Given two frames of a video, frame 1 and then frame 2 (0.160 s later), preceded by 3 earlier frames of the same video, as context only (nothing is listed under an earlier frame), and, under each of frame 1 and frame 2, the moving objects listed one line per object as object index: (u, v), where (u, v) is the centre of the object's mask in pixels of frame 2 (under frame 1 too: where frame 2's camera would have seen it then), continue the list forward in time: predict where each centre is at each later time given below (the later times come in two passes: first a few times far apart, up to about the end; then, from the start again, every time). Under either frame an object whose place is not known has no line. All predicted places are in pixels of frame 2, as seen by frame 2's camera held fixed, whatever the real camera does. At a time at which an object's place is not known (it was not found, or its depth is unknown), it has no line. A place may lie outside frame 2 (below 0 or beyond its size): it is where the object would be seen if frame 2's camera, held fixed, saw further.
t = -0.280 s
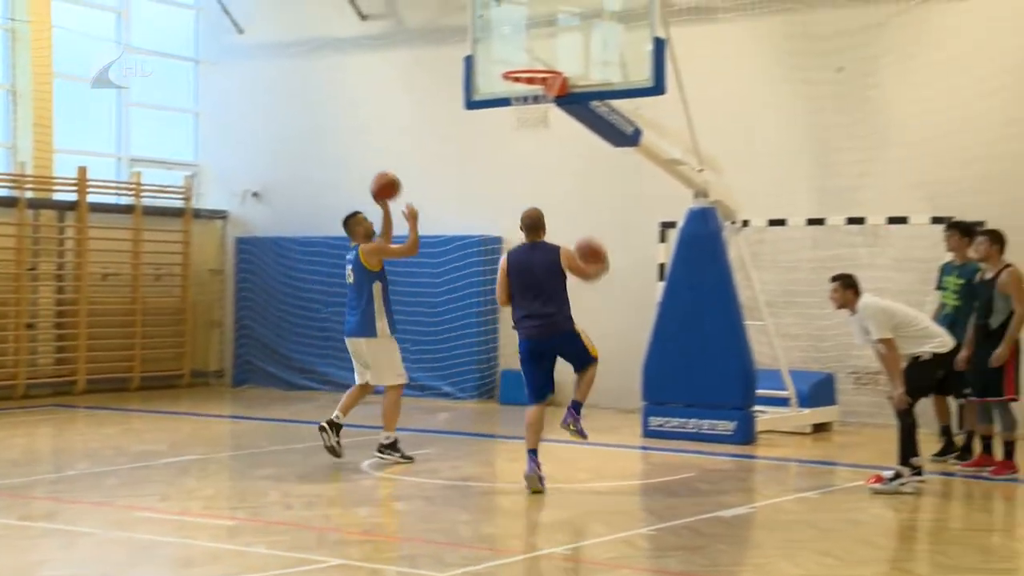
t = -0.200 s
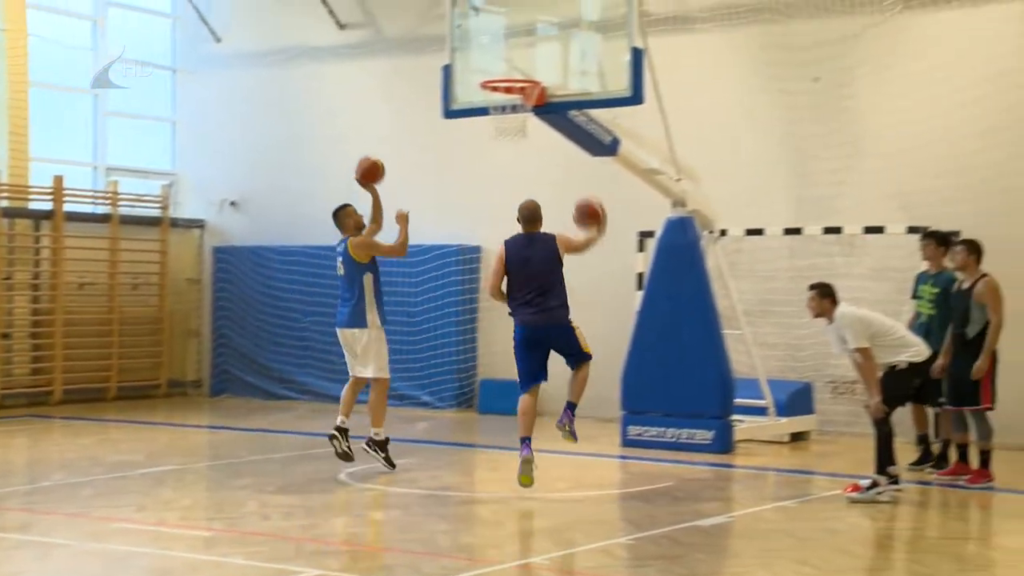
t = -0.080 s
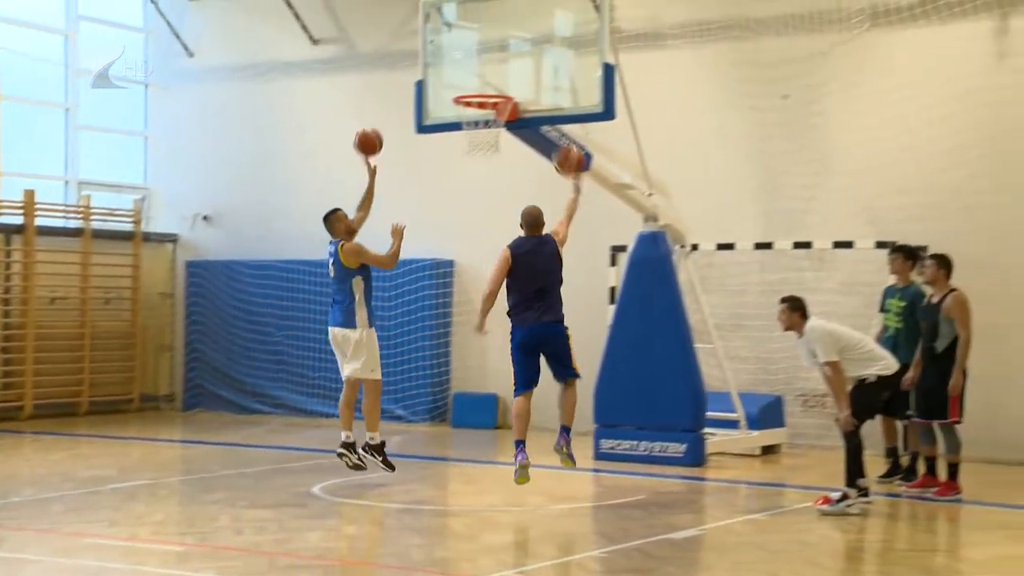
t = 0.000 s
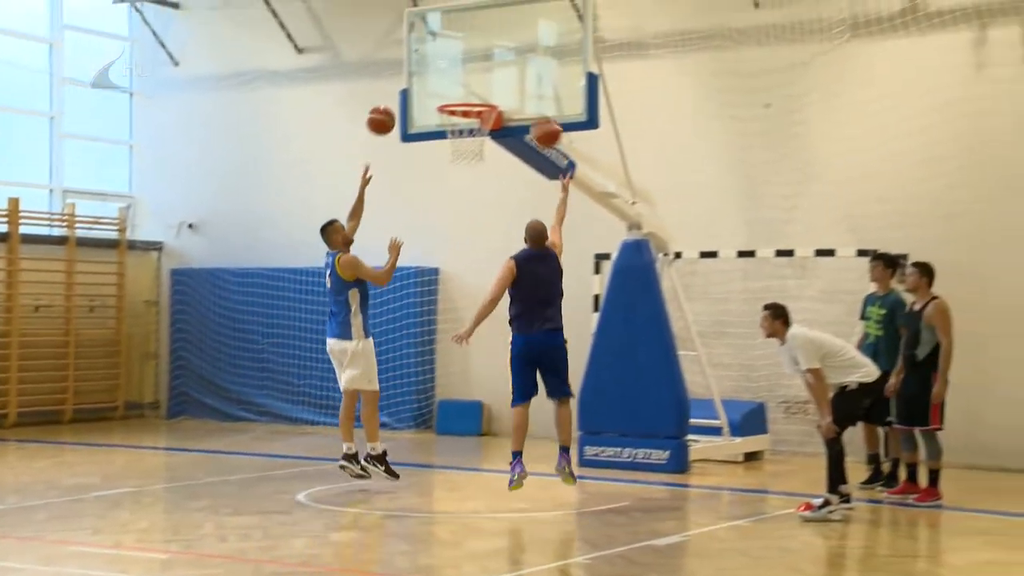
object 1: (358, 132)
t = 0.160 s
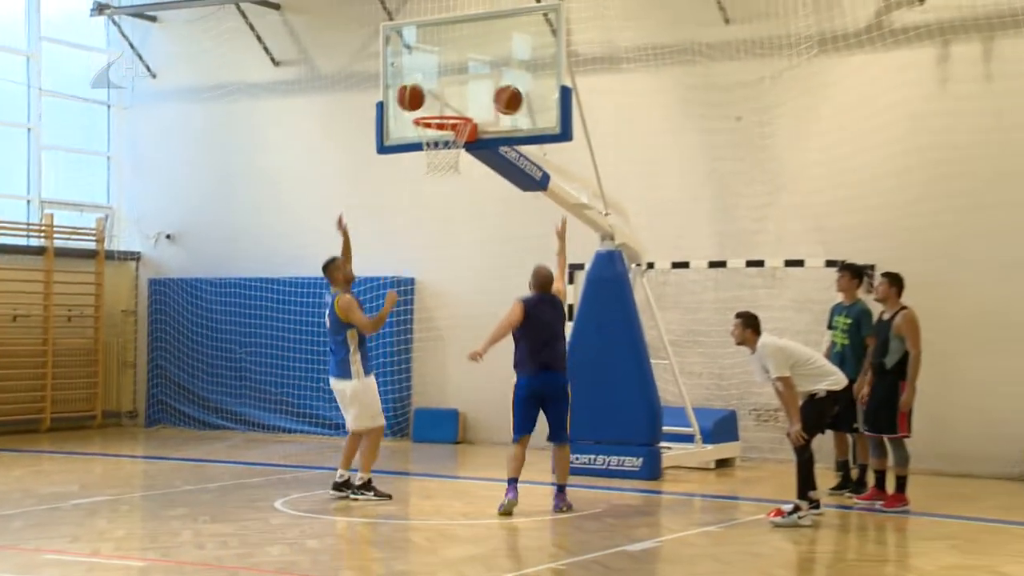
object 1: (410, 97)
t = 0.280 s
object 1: (421, 95)
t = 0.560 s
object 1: (412, 97)
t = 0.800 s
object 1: (382, 141)
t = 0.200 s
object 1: (422, 93)
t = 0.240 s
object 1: (422, 93)
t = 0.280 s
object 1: (421, 95)
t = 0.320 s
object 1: (420, 98)
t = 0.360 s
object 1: (419, 104)
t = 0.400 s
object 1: (418, 104)
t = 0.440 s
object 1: (417, 100)
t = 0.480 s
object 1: (417, 97)
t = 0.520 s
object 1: (416, 96)
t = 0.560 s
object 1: (412, 97)
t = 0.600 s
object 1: (407, 99)
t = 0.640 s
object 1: (402, 104)
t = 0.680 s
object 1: (398, 110)
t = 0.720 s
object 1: (392, 119)
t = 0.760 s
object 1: (388, 130)
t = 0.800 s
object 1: (382, 141)
